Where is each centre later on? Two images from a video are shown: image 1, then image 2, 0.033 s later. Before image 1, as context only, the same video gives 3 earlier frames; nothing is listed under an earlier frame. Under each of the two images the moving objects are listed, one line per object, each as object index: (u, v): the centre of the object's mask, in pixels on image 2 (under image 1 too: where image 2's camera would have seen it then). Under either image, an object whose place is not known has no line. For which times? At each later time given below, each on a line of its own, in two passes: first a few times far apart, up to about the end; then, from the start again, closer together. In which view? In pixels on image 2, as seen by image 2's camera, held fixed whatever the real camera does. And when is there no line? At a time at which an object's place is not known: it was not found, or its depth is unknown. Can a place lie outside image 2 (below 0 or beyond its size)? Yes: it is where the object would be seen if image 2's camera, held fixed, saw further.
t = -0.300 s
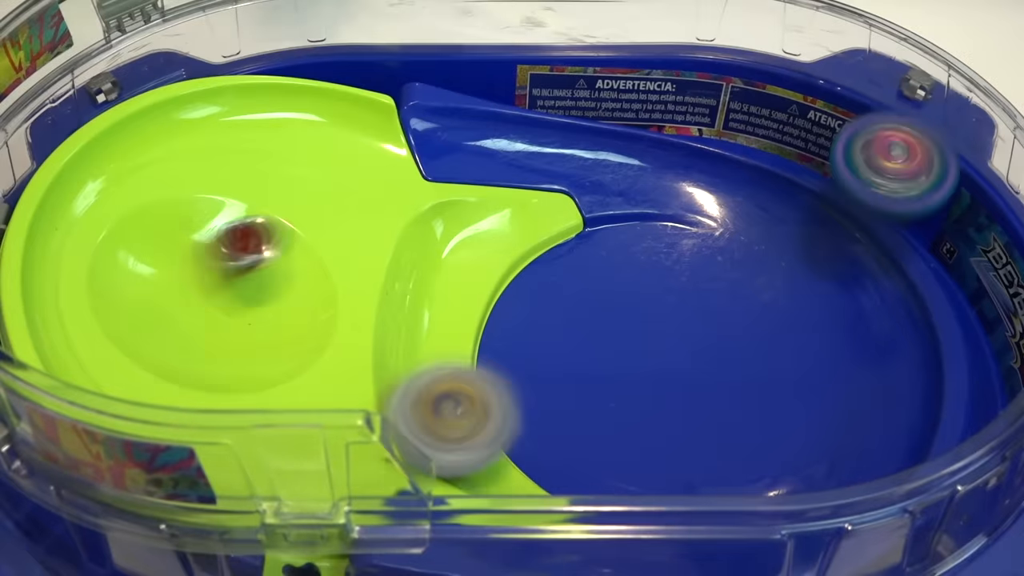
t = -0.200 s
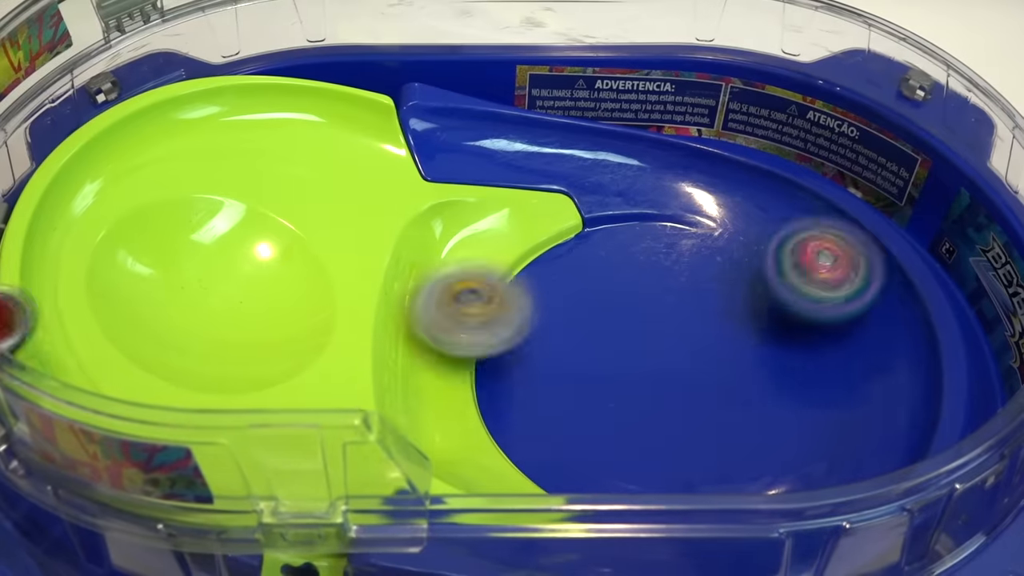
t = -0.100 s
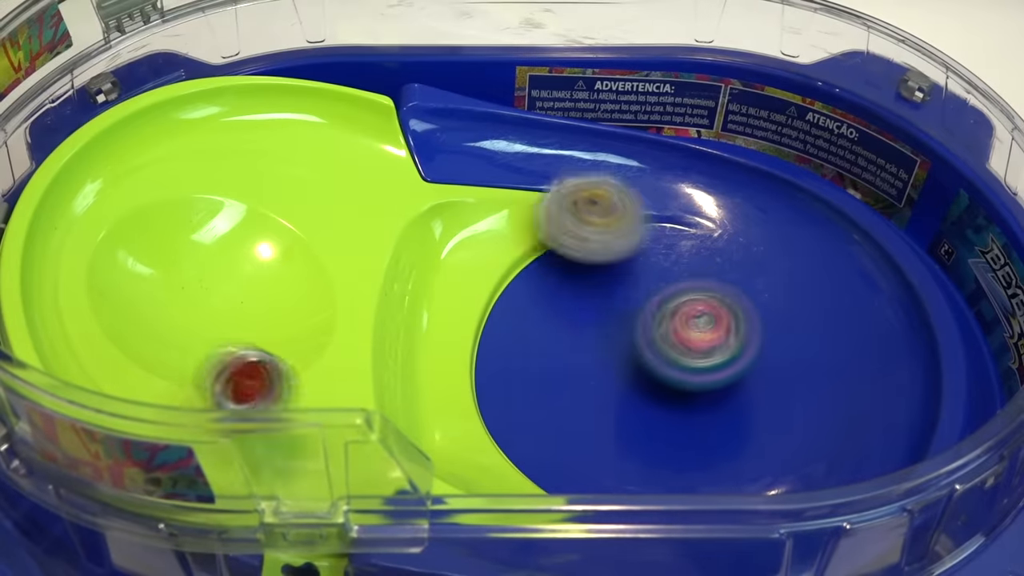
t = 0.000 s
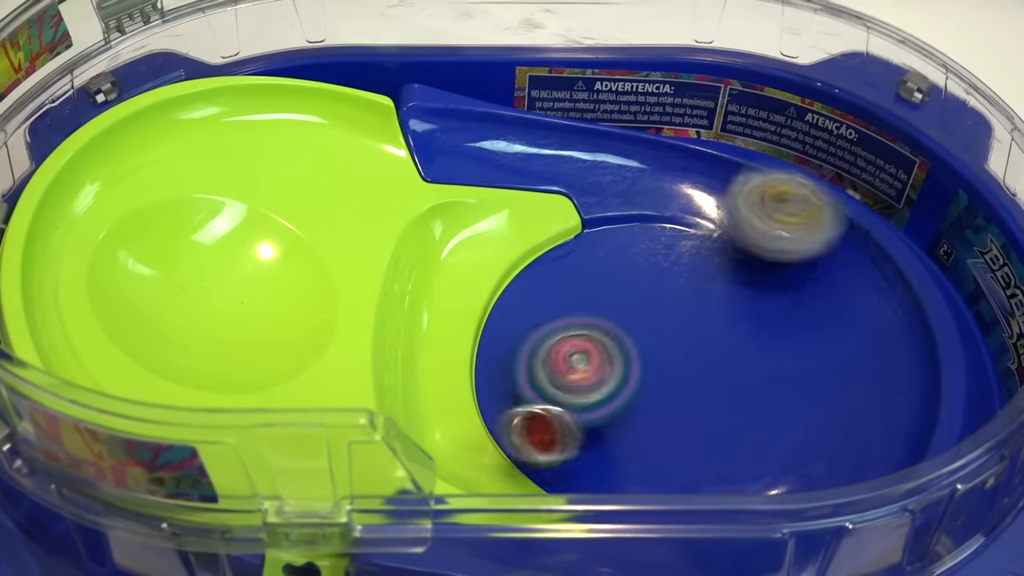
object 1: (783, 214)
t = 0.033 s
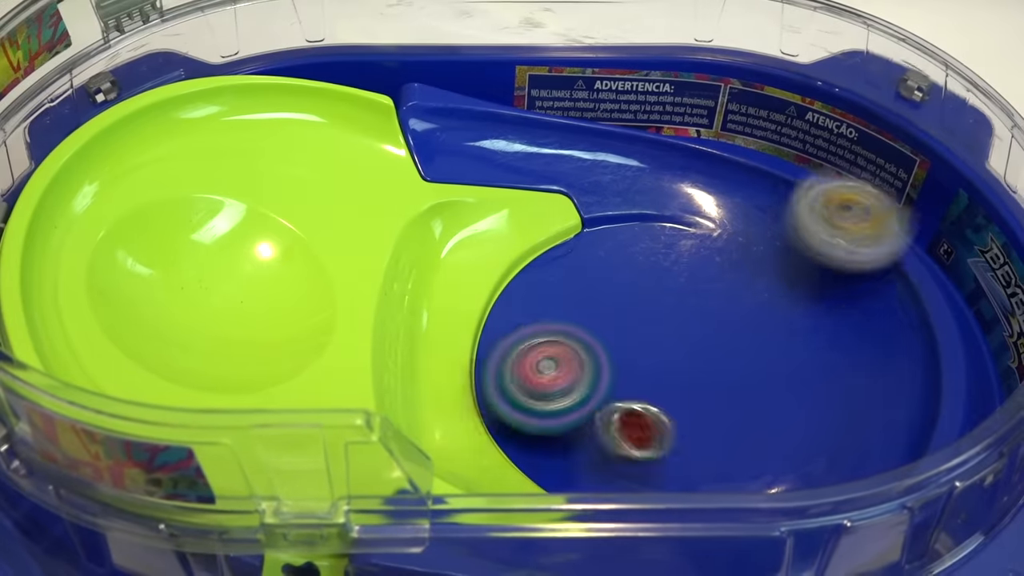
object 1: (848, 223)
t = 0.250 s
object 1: (834, 454)
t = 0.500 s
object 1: (410, 247)
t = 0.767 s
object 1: (843, 245)
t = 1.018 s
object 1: (669, 502)
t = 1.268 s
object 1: (453, 272)
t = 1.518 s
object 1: (793, 270)
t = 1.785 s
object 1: (799, 464)
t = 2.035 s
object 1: (427, 244)
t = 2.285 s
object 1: (719, 208)
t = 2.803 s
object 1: (659, 316)
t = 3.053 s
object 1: (872, 427)
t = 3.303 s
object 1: (690, 320)
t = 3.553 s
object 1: (591, 295)
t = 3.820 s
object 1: (711, 311)
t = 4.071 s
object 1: (835, 379)
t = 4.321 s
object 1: (642, 458)
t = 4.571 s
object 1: (615, 375)
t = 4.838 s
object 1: (701, 300)
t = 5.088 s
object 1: (726, 297)
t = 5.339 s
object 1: (701, 325)
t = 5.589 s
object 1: (667, 387)
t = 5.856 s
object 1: (674, 398)
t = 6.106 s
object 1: (721, 356)
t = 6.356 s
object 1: (702, 353)
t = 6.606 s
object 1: (723, 357)
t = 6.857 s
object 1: (770, 358)
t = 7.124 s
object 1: (714, 360)
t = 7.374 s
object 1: (726, 337)
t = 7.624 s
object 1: (692, 340)
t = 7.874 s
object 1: (697, 360)
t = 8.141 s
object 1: (691, 362)
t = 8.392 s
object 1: (691, 362)
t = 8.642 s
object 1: (689, 362)
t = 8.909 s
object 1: (689, 362)
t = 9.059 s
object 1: (689, 362)
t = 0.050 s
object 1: (879, 231)
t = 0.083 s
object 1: (928, 257)
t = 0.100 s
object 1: (945, 270)
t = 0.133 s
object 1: (970, 317)
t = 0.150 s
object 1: (966, 339)
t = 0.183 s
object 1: (942, 379)
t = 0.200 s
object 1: (923, 399)
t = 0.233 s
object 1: (870, 439)
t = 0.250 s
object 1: (834, 454)
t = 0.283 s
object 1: (756, 469)
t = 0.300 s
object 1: (711, 500)
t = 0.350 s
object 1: (581, 454)
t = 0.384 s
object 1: (504, 425)
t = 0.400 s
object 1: (466, 401)
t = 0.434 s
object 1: (412, 354)
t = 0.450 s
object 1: (409, 321)
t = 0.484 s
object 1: (407, 273)
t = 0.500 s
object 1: (410, 247)
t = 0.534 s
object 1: (431, 207)
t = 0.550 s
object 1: (458, 192)
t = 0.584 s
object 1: (506, 169)
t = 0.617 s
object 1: (556, 165)
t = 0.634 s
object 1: (589, 158)
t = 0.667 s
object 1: (652, 154)
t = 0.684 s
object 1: (688, 160)
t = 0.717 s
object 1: (759, 180)
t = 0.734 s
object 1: (790, 196)
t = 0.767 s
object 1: (843, 245)
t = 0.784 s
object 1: (854, 268)
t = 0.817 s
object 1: (863, 314)
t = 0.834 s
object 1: (863, 333)
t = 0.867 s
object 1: (850, 373)
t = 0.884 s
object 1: (840, 392)
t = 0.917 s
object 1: (811, 440)
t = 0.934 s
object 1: (792, 453)
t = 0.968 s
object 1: (749, 489)
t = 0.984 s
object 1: (724, 494)
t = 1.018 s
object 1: (669, 502)
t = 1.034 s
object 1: (635, 472)
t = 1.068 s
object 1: (581, 468)
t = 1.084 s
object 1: (558, 459)
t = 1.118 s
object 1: (510, 446)
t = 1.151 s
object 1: (469, 412)
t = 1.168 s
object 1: (450, 396)
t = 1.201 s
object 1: (431, 359)
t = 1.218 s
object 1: (436, 335)
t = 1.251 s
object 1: (446, 298)
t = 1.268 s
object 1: (453, 272)
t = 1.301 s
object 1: (469, 232)
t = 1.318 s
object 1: (480, 217)
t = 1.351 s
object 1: (515, 199)
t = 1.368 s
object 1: (535, 197)
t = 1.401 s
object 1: (580, 198)
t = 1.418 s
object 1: (606, 203)
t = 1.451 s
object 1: (665, 222)
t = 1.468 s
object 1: (698, 233)
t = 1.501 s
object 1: (763, 259)
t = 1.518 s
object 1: (793, 270)
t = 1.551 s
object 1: (859, 294)
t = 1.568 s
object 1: (887, 300)
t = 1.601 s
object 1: (916, 326)
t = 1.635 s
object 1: (943, 368)
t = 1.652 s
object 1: (946, 388)
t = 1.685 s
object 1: (937, 416)
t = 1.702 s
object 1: (947, 455)
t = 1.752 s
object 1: (855, 449)
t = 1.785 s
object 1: (799, 464)
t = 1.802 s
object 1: (762, 489)
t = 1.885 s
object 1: (586, 420)
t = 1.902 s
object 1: (552, 399)
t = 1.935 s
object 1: (485, 370)
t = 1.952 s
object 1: (463, 346)
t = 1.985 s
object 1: (426, 307)
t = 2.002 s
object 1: (422, 282)
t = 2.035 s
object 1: (427, 244)
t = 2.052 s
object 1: (434, 233)
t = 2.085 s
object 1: (462, 209)
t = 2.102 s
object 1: (487, 204)
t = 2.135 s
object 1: (534, 211)
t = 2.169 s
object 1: (590, 223)
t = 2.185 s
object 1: (612, 219)
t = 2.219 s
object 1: (639, 207)
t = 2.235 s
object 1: (655, 203)
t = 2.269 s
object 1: (698, 204)
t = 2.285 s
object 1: (719, 208)
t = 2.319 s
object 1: (761, 225)
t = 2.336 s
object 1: (775, 233)
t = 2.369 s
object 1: (808, 250)
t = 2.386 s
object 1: (823, 265)
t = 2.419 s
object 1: (845, 298)
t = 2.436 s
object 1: (855, 315)
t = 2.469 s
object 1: (858, 353)
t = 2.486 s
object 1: (857, 362)
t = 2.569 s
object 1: (847, 333)
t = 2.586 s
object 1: (839, 331)
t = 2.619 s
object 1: (817, 330)
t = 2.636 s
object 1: (807, 326)
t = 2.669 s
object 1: (777, 323)
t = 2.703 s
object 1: (746, 325)
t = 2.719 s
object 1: (729, 321)
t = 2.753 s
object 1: (699, 321)
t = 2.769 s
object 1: (684, 319)
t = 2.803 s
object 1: (659, 316)
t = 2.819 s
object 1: (648, 315)
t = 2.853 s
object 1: (623, 315)
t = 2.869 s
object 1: (618, 316)
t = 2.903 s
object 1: (597, 311)
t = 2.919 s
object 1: (594, 312)
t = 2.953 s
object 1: (644, 350)
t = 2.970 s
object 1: (679, 366)
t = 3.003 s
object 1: (763, 406)
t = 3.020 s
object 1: (807, 425)
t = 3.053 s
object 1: (872, 427)
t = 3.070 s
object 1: (860, 404)
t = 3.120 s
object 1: (848, 346)
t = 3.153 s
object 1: (820, 322)
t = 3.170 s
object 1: (806, 319)
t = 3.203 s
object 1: (777, 323)
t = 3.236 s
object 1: (749, 335)
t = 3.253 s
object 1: (735, 337)
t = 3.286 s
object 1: (704, 326)
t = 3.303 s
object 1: (690, 320)
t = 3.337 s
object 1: (665, 308)
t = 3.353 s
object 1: (652, 307)
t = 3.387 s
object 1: (631, 296)
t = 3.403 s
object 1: (625, 295)
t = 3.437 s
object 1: (606, 292)
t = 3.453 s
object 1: (604, 288)
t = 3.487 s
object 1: (595, 293)
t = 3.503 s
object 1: (593, 290)
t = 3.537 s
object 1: (592, 295)
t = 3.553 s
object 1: (591, 295)
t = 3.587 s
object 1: (594, 300)
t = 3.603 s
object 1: (593, 302)
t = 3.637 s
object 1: (600, 308)
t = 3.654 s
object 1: (600, 313)
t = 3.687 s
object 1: (608, 318)
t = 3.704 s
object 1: (610, 325)
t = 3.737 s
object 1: (617, 326)
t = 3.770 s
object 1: (648, 323)
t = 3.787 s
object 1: (667, 319)
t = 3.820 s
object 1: (711, 311)
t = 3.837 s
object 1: (726, 306)
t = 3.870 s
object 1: (764, 303)
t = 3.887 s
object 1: (777, 301)
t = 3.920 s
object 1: (807, 302)
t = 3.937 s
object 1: (816, 305)
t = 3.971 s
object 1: (835, 315)
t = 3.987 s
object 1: (839, 324)
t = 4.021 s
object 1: (846, 341)
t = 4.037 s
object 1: (842, 353)
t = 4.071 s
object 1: (835, 379)
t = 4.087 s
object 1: (823, 390)
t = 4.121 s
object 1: (804, 417)
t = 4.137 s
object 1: (792, 424)
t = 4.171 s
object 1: (763, 443)
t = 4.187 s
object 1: (753, 447)
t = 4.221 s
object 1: (722, 454)
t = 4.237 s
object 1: (705, 457)
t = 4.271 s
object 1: (683, 462)
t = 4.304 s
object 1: (656, 459)
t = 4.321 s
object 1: (642, 458)
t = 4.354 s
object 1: (629, 456)
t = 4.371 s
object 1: (621, 451)
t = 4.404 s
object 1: (613, 448)
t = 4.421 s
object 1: (614, 444)
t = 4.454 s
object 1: (611, 436)
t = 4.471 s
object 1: (606, 427)
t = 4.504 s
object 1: (607, 409)
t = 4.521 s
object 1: (606, 402)
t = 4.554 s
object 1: (607, 380)
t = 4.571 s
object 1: (615, 375)
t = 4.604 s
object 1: (619, 357)
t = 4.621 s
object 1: (618, 348)
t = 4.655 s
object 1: (627, 337)
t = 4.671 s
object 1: (637, 329)
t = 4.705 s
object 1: (649, 320)
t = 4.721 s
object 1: (652, 317)
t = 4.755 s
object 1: (666, 311)
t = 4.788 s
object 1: (680, 306)
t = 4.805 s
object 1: (688, 304)
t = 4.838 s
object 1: (701, 300)
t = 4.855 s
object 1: (705, 302)
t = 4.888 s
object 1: (715, 300)
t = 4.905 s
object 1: (719, 296)
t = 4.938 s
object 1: (724, 295)
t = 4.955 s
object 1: (725, 297)
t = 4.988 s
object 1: (727, 294)
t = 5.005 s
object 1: (731, 293)
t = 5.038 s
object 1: (732, 291)
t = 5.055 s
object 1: (729, 295)
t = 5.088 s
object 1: (726, 297)
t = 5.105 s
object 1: (731, 295)
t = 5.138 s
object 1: (727, 297)
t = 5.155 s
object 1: (722, 300)
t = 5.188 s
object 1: (721, 302)
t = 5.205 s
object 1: (719, 304)
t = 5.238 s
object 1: (714, 310)
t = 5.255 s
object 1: (712, 311)
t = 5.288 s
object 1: (704, 317)
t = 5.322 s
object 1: (701, 324)
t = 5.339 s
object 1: (701, 325)
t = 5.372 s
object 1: (695, 334)
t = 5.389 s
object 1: (692, 336)
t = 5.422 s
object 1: (684, 341)
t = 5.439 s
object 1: (685, 349)
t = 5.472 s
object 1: (680, 355)
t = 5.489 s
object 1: (674, 356)
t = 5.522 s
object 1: (671, 368)
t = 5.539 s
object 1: (669, 371)
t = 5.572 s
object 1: (663, 380)
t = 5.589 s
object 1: (667, 387)
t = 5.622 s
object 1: (666, 392)
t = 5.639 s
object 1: (662, 392)
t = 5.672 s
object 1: (667, 399)
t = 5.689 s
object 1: (668, 403)
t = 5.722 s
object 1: (667, 404)
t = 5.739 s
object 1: (672, 404)
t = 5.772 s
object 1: (673, 404)
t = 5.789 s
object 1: (669, 403)
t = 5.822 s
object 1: (674, 400)
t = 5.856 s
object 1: (674, 398)
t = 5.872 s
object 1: (669, 398)
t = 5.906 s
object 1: (671, 393)
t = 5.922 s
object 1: (671, 395)
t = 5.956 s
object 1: (677, 391)
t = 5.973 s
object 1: (685, 384)
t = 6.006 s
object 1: (684, 382)
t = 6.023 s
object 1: (684, 374)
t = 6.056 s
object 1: (699, 368)
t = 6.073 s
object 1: (705, 363)
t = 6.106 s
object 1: (721, 356)
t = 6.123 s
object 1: (721, 352)
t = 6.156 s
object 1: (728, 346)
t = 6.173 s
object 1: (725, 345)
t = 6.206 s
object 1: (721, 341)
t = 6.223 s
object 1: (716, 343)
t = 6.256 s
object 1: (714, 344)
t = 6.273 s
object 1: (711, 346)
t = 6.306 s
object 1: (709, 350)
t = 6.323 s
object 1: (707, 350)
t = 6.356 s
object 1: (702, 353)
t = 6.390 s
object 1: (703, 351)
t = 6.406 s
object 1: (704, 354)
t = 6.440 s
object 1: (702, 354)
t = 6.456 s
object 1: (706, 357)
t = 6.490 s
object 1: (703, 356)
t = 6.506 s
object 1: (707, 359)
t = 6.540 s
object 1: (702, 357)
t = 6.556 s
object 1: (705, 359)
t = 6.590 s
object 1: (709, 358)
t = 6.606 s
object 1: (723, 357)
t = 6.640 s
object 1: (734, 357)
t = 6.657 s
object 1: (745, 358)
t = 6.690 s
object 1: (753, 359)
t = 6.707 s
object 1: (759, 361)
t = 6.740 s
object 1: (768, 360)
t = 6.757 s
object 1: (767, 361)
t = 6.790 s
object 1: (774, 360)
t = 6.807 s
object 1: (771, 360)
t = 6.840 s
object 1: (770, 362)
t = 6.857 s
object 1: (770, 358)
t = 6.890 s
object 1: (758, 362)
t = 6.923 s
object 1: (754, 361)
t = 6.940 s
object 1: (751, 361)
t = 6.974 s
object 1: (744, 365)
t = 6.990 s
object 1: (742, 365)
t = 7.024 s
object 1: (734, 363)
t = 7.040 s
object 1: (729, 363)
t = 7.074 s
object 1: (719, 362)
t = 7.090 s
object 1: (714, 362)
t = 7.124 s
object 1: (714, 360)
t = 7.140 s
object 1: (724, 356)
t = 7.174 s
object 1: (732, 345)
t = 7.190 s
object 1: (731, 347)
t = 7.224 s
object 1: (733, 346)
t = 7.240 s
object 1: (732, 345)
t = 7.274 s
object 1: (731, 345)
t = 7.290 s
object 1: (732, 345)
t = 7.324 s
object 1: (735, 342)
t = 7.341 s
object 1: (735, 340)
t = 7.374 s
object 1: (726, 337)
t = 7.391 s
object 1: (721, 336)
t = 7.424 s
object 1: (712, 335)
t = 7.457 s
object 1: (704, 337)
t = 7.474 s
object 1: (702, 337)
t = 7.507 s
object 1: (697, 340)
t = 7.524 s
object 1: (697, 341)
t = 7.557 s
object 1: (695, 340)
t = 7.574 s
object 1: (695, 340)
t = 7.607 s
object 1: (693, 341)
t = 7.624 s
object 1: (692, 340)
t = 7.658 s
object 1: (694, 341)
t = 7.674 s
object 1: (694, 341)
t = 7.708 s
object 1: (689, 345)
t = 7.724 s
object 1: (687, 346)
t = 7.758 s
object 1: (688, 349)
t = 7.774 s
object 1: (689, 351)
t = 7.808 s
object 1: (692, 355)
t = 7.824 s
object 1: (693, 357)
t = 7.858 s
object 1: (696, 359)
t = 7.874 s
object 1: (697, 360)
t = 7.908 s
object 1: (700, 362)
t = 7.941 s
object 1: (700, 363)
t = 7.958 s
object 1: (699, 363)
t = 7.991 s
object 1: (697, 362)
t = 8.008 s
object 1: (696, 362)
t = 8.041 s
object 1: (693, 362)
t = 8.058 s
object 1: (691, 362)
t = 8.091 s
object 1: (691, 362)
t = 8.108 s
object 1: (691, 362)
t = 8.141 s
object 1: (691, 362)
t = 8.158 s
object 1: (691, 362)
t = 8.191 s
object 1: (691, 362)
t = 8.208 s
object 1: (691, 362)
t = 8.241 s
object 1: (691, 362)
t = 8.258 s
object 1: (691, 361)
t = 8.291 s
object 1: (692, 361)
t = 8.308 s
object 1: (692, 361)
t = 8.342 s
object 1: (692, 362)
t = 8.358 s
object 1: (692, 362)
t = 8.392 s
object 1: (691, 362)
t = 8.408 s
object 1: (690, 362)
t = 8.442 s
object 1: (689, 362)
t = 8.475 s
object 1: (689, 362)
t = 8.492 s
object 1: (689, 362)
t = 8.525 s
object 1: (689, 362)
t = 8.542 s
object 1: (689, 362)
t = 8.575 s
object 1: (689, 362)
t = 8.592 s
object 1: (689, 362)
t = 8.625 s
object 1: (689, 362)
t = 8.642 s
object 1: (689, 362)
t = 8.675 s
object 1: (689, 362)
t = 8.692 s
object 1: (688, 362)
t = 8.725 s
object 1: (689, 362)
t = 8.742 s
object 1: (689, 362)
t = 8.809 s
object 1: (689, 362)
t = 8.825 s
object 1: (689, 362)
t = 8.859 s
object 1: (689, 362)
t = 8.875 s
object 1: (689, 362)
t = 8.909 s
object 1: (689, 362)
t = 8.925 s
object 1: (689, 362)
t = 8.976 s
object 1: (689, 362)
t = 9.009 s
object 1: (689, 362)
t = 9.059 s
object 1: (689, 362)
